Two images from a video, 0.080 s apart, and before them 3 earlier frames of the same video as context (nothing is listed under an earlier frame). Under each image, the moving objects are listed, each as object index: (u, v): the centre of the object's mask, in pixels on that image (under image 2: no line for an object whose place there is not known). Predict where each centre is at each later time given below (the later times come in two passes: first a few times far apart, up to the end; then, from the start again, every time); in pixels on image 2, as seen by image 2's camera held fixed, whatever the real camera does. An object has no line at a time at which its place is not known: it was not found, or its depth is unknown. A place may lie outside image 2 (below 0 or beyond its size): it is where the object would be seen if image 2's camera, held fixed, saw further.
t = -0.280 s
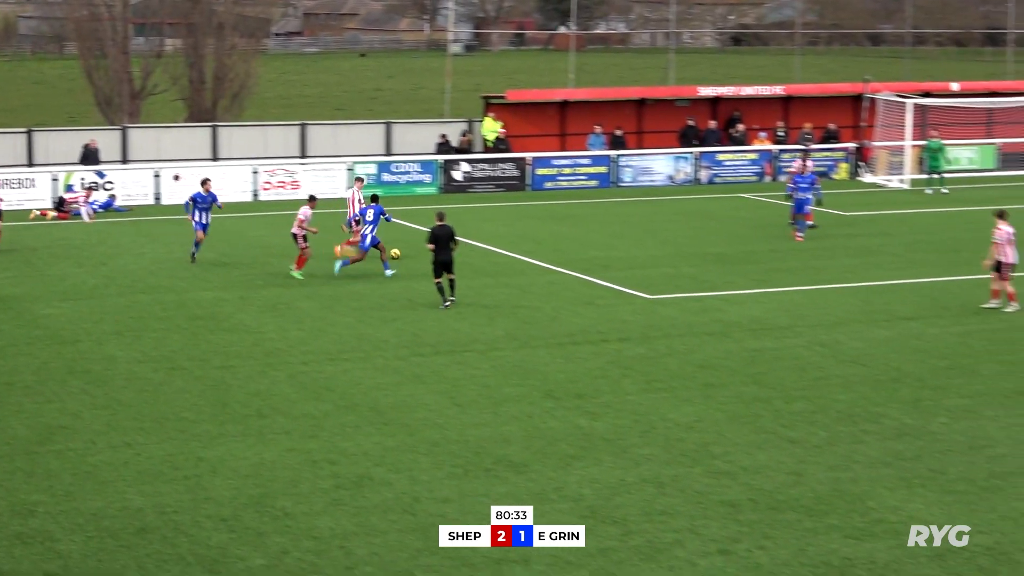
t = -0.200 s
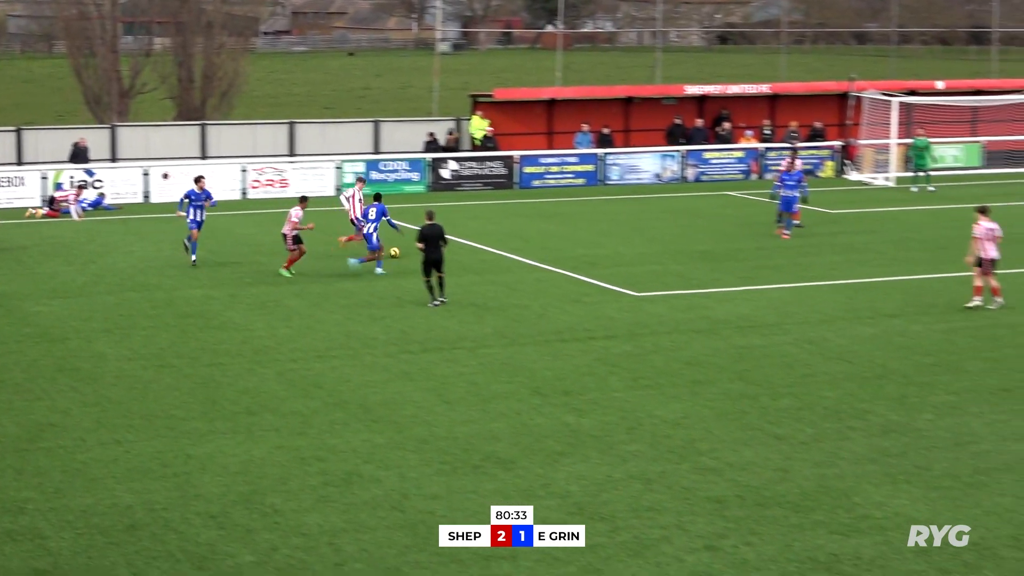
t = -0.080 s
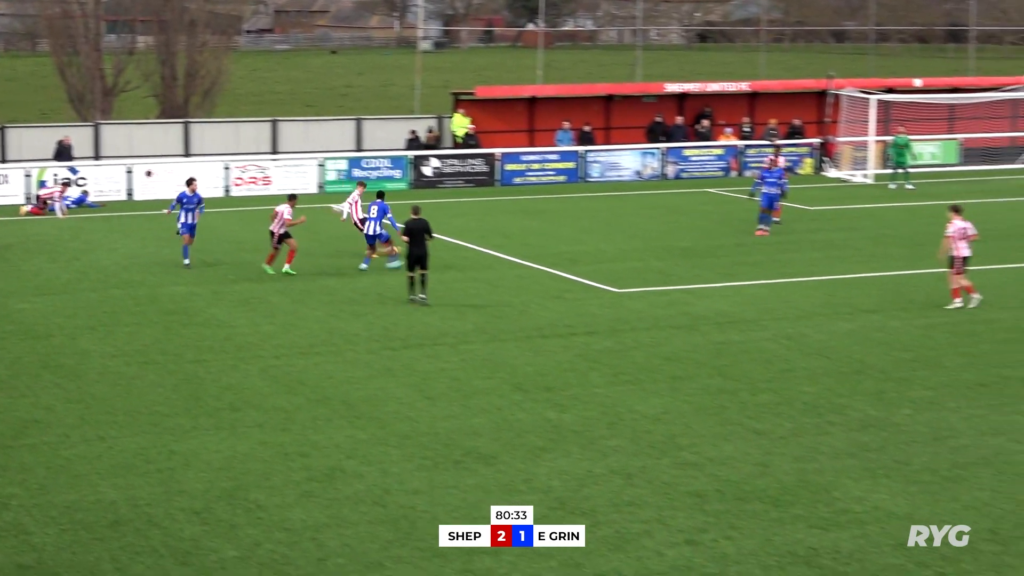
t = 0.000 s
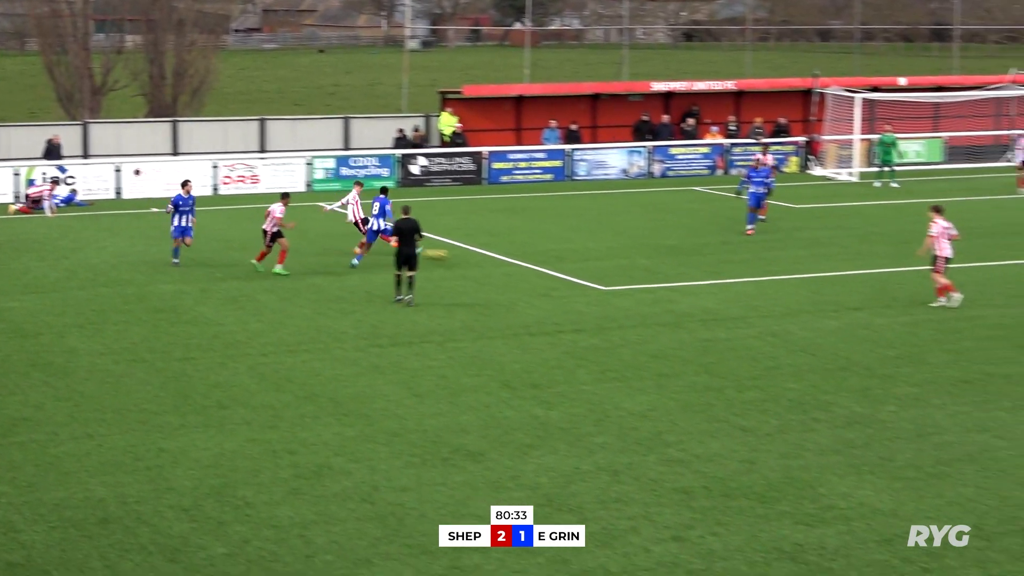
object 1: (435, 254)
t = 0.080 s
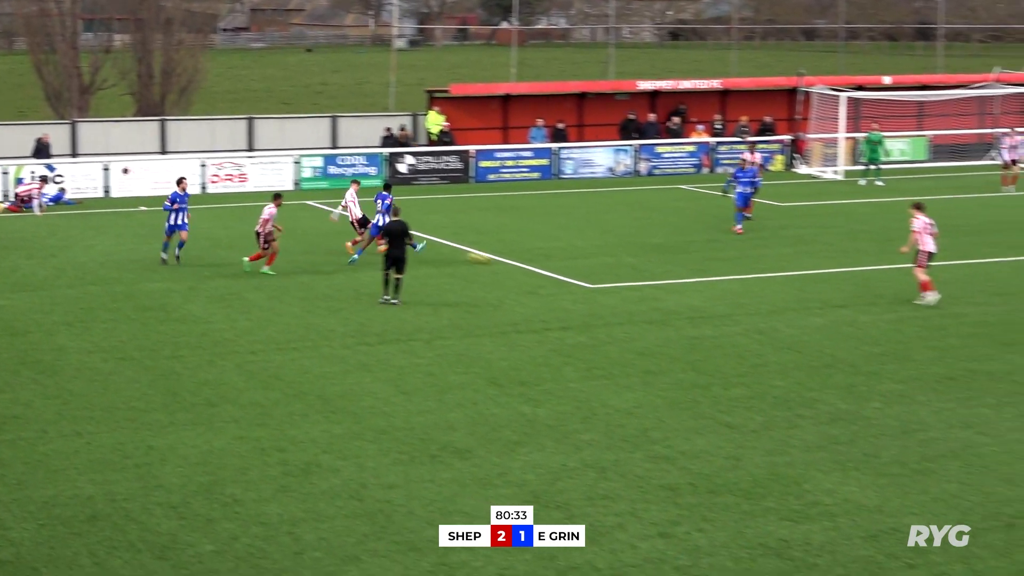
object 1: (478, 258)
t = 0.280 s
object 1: (619, 274)
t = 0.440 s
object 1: (727, 284)
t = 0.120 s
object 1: (509, 261)
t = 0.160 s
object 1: (536, 263)
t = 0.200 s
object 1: (563, 266)
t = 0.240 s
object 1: (591, 270)
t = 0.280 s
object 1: (619, 274)
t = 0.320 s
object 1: (646, 275)
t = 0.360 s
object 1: (673, 277)
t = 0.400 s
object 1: (700, 281)
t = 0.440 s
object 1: (727, 284)
